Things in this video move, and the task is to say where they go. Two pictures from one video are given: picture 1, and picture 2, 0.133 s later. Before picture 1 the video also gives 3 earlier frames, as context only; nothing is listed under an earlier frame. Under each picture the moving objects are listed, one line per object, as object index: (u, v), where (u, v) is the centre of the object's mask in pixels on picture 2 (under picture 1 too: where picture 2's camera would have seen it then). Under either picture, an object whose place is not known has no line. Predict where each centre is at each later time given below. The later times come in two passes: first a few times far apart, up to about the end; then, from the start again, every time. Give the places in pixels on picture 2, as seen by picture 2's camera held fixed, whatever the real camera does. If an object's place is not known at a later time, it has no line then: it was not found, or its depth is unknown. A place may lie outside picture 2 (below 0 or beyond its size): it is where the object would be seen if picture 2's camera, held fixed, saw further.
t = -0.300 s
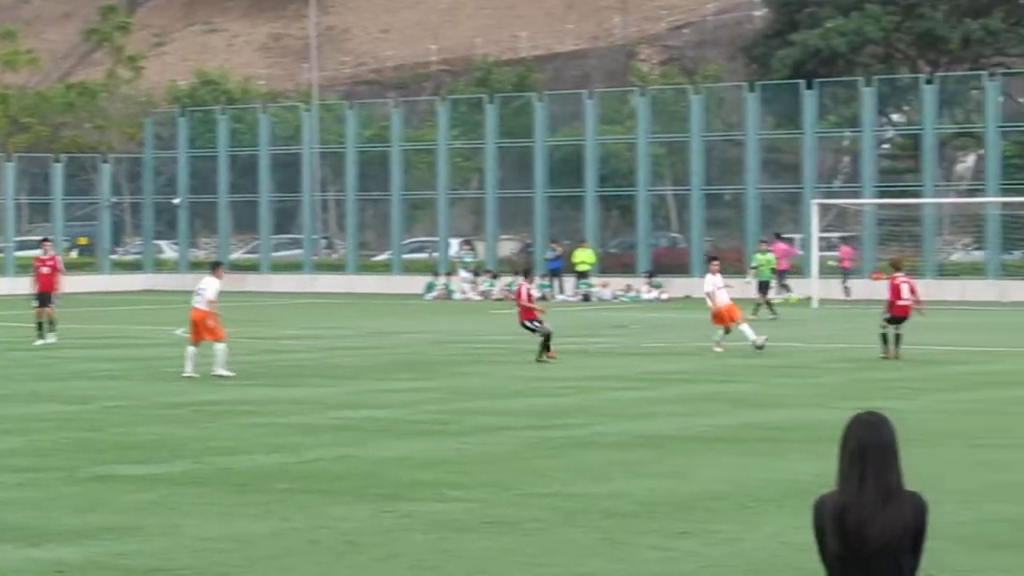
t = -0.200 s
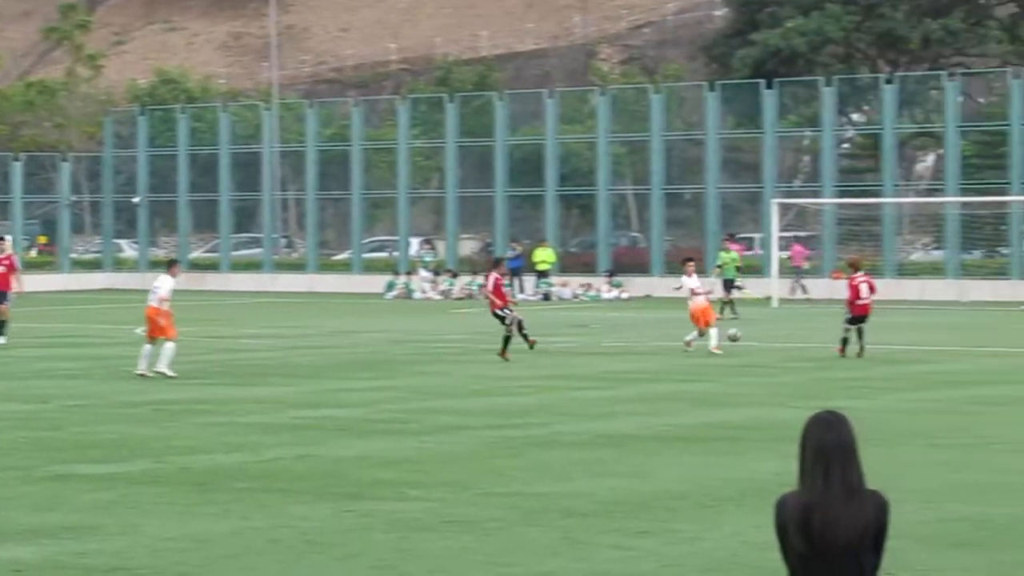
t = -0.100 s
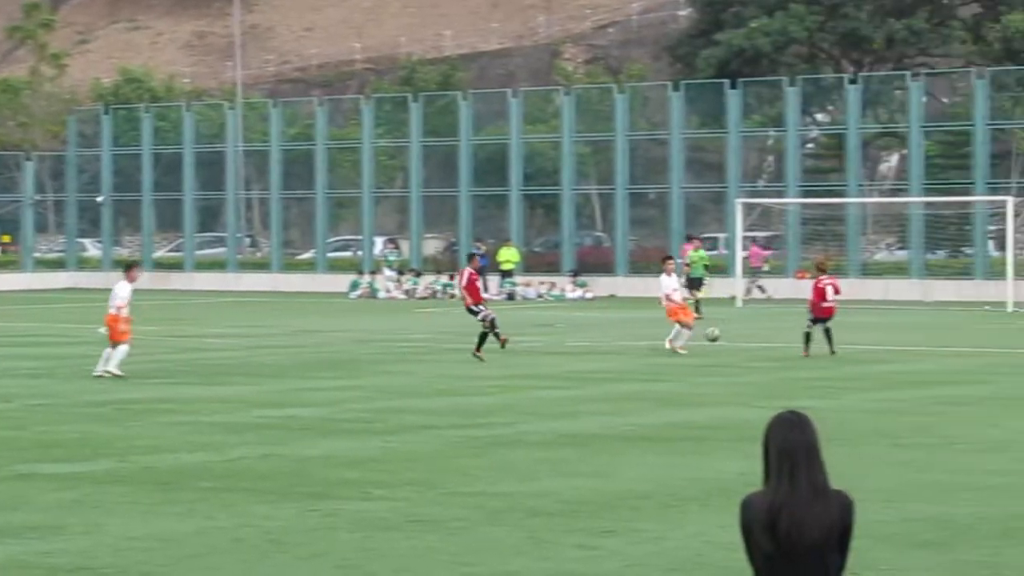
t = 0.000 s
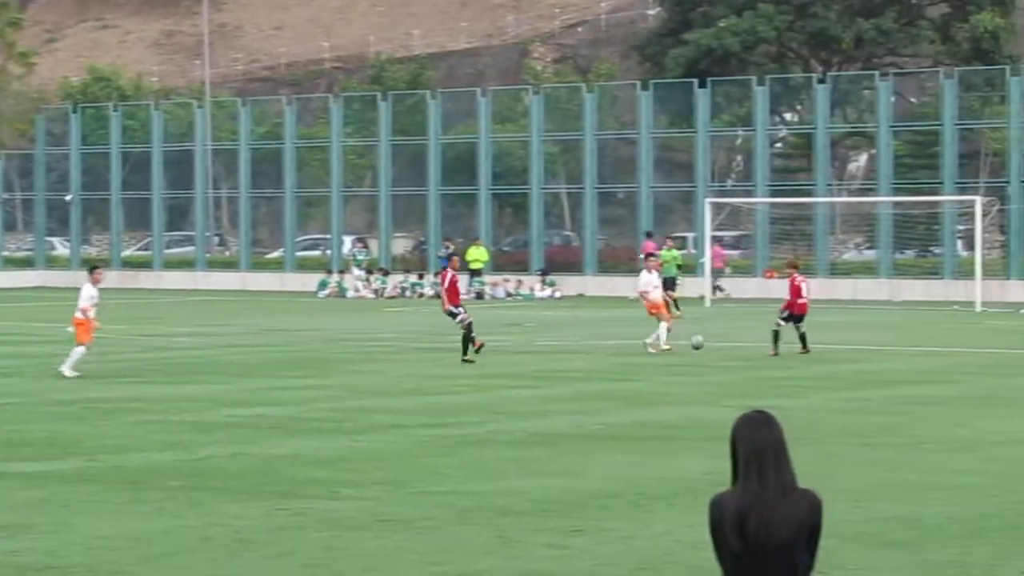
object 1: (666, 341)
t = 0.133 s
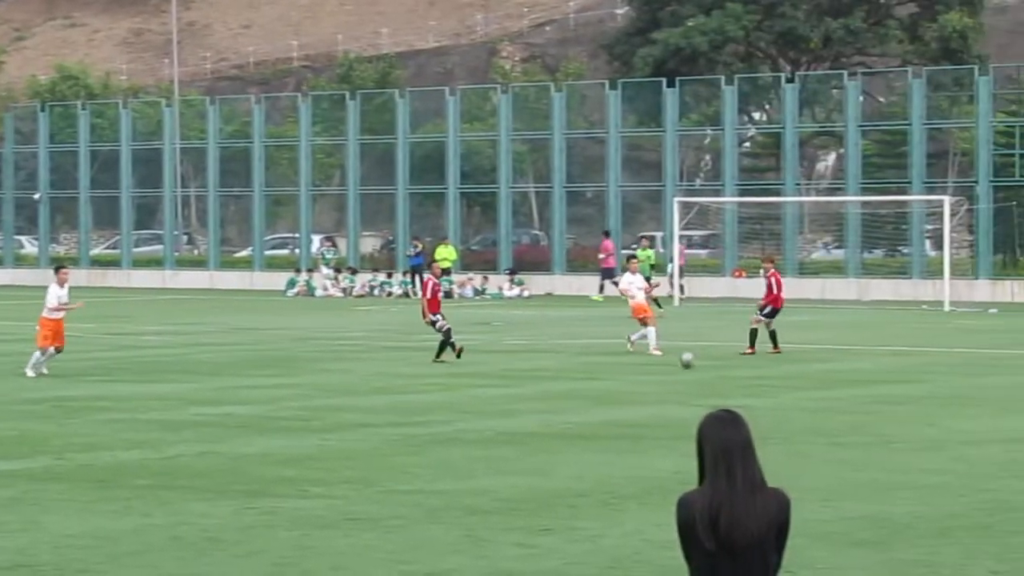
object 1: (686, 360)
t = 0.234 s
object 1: (699, 349)
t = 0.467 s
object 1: (730, 356)
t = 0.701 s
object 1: (764, 367)
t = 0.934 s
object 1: (804, 377)
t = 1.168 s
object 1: (846, 388)
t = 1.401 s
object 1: (892, 414)
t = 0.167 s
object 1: (691, 355)
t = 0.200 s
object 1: (695, 353)
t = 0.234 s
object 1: (699, 349)
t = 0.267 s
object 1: (704, 348)
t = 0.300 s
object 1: (707, 347)
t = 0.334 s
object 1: (711, 347)
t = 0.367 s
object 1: (716, 348)
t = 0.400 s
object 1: (720, 350)
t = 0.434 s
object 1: (725, 352)
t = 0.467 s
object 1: (730, 356)
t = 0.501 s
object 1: (734, 361)
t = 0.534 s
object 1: (739, 367)
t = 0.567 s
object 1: (744, 373)
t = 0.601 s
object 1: (749, 377)
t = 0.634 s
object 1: (754, 373)
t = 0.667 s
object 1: (759, 369)
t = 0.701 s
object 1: (764, 367)
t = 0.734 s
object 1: (770, 365)
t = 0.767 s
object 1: (775, 365)
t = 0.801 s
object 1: (781, 365)
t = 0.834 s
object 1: (786, 366)
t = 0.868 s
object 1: (792, 369)
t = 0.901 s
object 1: (798, 373)
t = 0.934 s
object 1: (804, 377)
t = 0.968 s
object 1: (809, 383)
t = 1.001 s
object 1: (816, 390)
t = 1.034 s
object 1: (822, 396)
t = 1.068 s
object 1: (828, 393)
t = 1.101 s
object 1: (834, 390)
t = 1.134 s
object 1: (840, 388)
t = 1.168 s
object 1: (846, 388)
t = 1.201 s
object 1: (852, 388)
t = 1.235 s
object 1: (859, 390)
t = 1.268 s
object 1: (865, 392)
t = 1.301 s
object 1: (872, 396)
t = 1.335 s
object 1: (878, 401)
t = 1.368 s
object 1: (885, 407)
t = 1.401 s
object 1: (892, 414)
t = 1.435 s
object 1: (900, 412)
